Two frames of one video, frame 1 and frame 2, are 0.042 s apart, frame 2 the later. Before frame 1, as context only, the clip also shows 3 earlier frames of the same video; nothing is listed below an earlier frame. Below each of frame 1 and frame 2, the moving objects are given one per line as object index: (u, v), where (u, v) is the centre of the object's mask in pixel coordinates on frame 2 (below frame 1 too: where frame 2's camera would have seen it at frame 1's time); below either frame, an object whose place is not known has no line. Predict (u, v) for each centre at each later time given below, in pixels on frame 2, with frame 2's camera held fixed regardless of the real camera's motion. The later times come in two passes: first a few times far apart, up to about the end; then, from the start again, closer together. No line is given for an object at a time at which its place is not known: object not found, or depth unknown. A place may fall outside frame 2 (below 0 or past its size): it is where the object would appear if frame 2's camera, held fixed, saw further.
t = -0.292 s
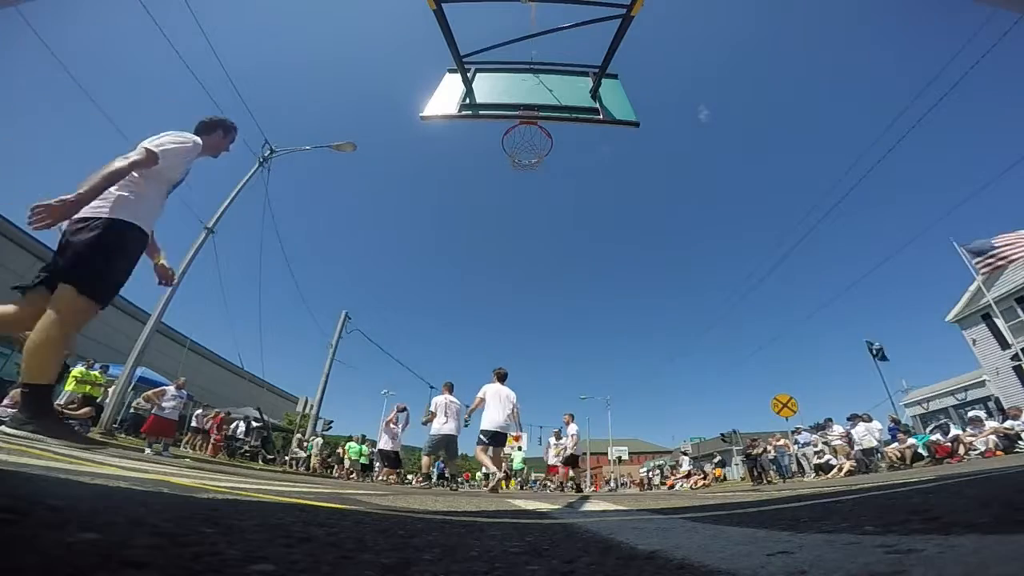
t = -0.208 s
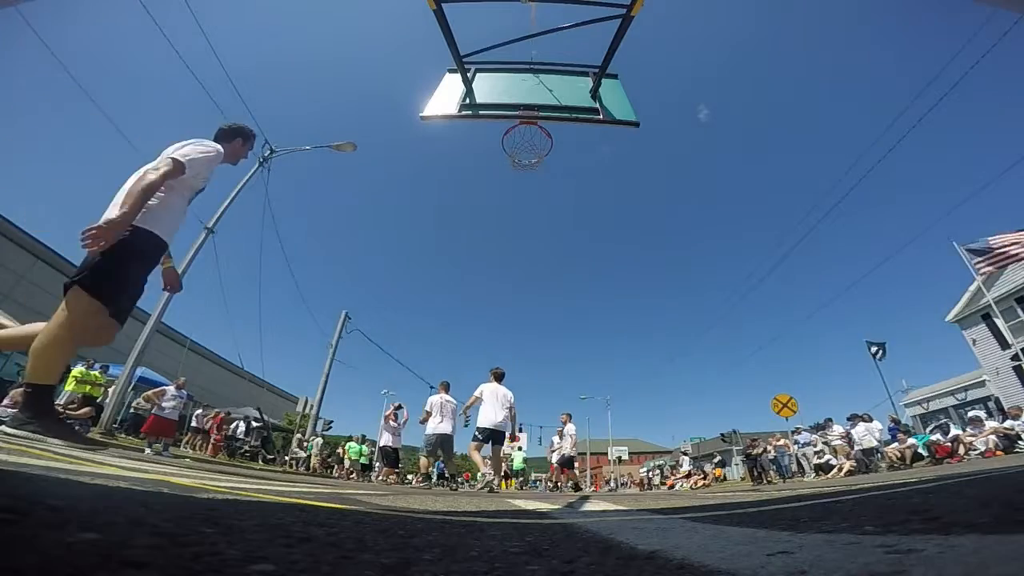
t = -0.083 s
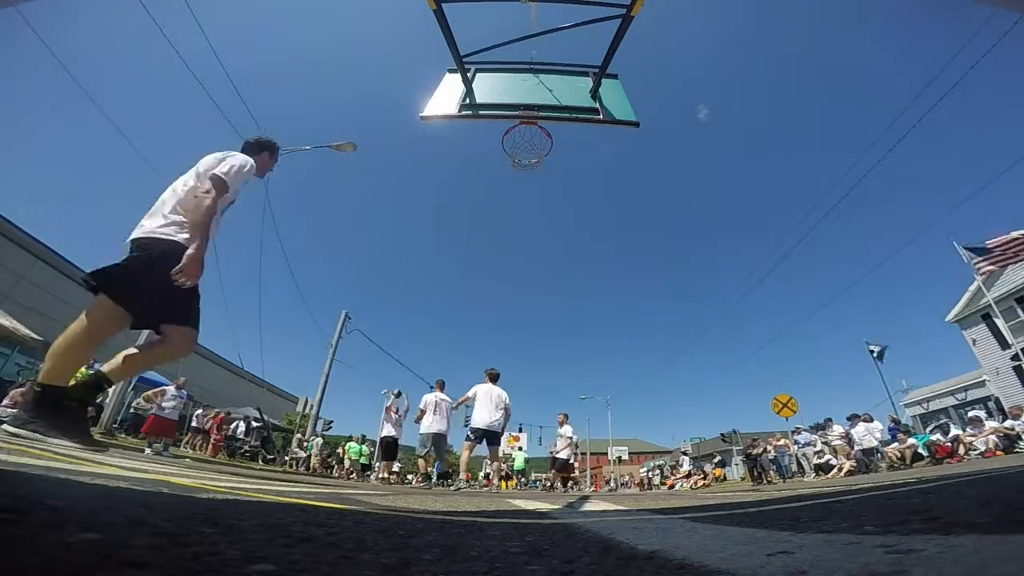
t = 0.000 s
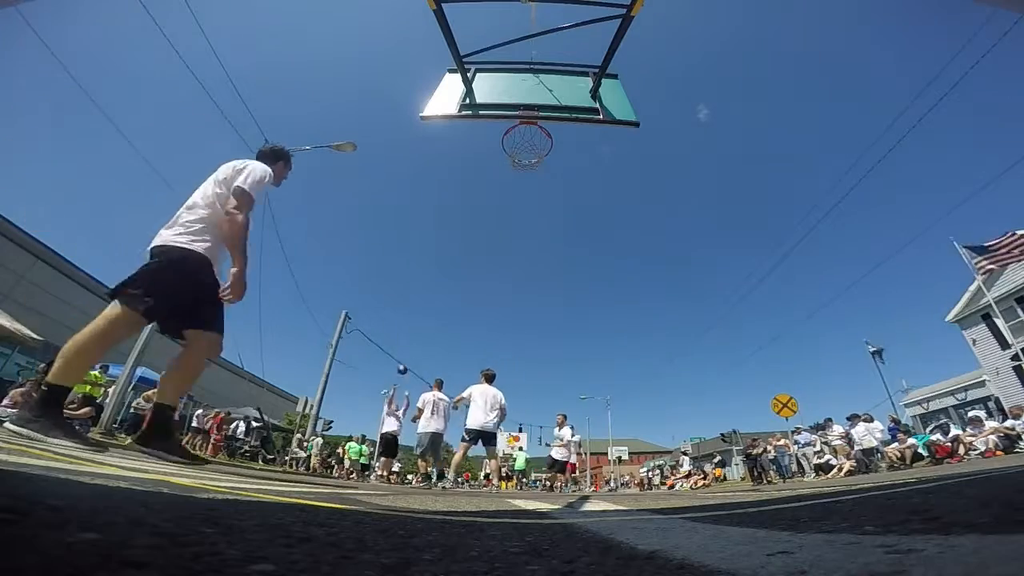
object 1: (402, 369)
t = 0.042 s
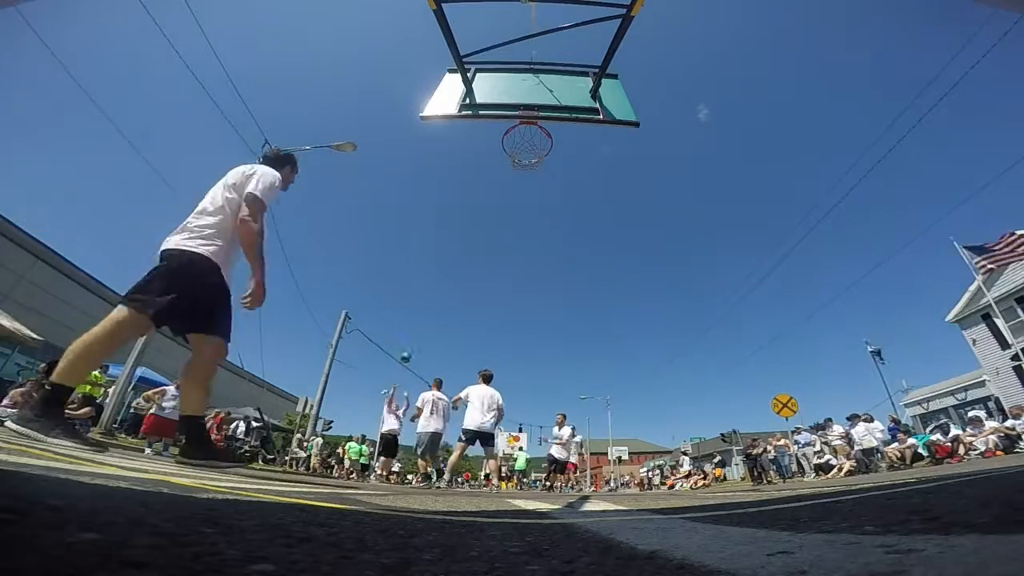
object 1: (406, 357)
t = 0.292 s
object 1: (426, 285)
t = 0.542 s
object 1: (448, 223)
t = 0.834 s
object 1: (478, 159)
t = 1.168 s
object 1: (526, 129)
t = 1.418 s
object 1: (527, 132)
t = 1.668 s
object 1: (521, 127)
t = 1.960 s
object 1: (530, 158)
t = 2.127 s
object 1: (540, 170)
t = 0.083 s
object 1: (410, 343)
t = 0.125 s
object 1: (413, 331)
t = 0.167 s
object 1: (416, 320)
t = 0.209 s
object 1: (420, 307)
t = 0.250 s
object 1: (423, 297)
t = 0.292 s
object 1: (426, 285)
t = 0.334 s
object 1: (430, 272)
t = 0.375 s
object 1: (434, 262)
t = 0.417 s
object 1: (437, 252)
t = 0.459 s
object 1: (441, 242)
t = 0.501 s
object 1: (444, 232)
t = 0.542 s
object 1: (448, 223)
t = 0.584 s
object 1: (453, 211)
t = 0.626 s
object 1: (457, 203)
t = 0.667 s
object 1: (460, 195)
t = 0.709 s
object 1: (464, 186)
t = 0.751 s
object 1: (467, 177)
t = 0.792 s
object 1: (472, 170)
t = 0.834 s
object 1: (478, 159)
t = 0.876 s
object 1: (482, 152)
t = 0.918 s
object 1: (487, 143)
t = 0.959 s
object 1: (492, 135)
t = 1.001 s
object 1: (498, 128)
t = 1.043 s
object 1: (504, 124)
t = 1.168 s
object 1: (526, 129)
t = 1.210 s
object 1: (528, 142)
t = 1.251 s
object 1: (529, 150)
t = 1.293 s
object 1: (529, 142)
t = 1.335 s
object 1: (528, 137)
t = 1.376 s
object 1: (528, 134)
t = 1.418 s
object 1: (527, 132)
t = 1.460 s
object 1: (526, 130)
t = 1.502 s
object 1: (525, 128)
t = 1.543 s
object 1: (524, 128)
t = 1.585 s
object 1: (523, 127)
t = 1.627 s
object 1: (522, 127)
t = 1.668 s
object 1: (521, 127)
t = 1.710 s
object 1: (520, 128)
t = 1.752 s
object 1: (519, 129)
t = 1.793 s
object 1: (517, 131)
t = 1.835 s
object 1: (516, 136)
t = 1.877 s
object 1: (521, 142)
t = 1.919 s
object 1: (525, 150)
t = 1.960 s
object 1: (530, 158)
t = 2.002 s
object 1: (535, 164)
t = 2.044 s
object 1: (538, 166)
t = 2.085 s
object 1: (539, 169)
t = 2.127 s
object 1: (540, 170)
